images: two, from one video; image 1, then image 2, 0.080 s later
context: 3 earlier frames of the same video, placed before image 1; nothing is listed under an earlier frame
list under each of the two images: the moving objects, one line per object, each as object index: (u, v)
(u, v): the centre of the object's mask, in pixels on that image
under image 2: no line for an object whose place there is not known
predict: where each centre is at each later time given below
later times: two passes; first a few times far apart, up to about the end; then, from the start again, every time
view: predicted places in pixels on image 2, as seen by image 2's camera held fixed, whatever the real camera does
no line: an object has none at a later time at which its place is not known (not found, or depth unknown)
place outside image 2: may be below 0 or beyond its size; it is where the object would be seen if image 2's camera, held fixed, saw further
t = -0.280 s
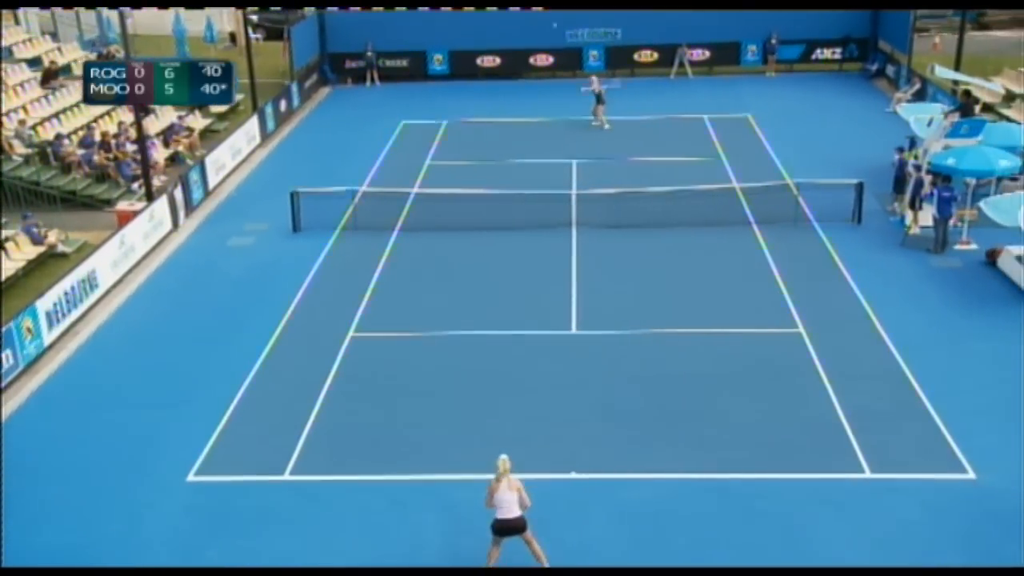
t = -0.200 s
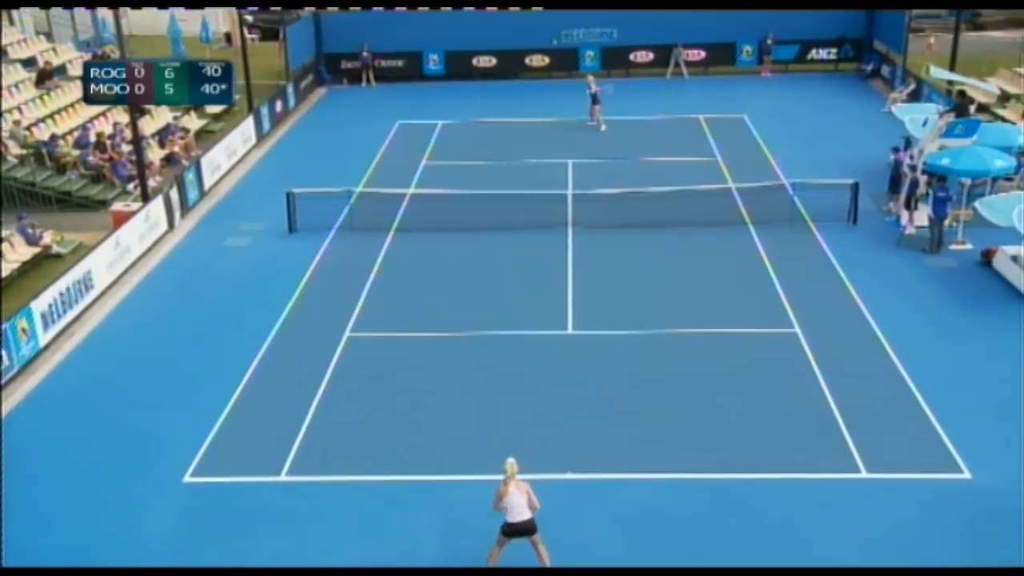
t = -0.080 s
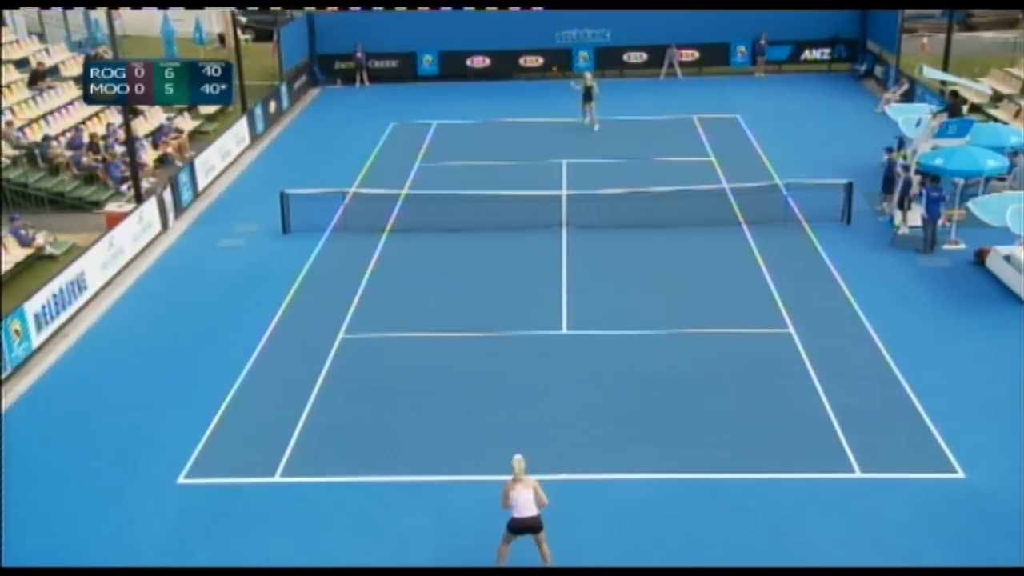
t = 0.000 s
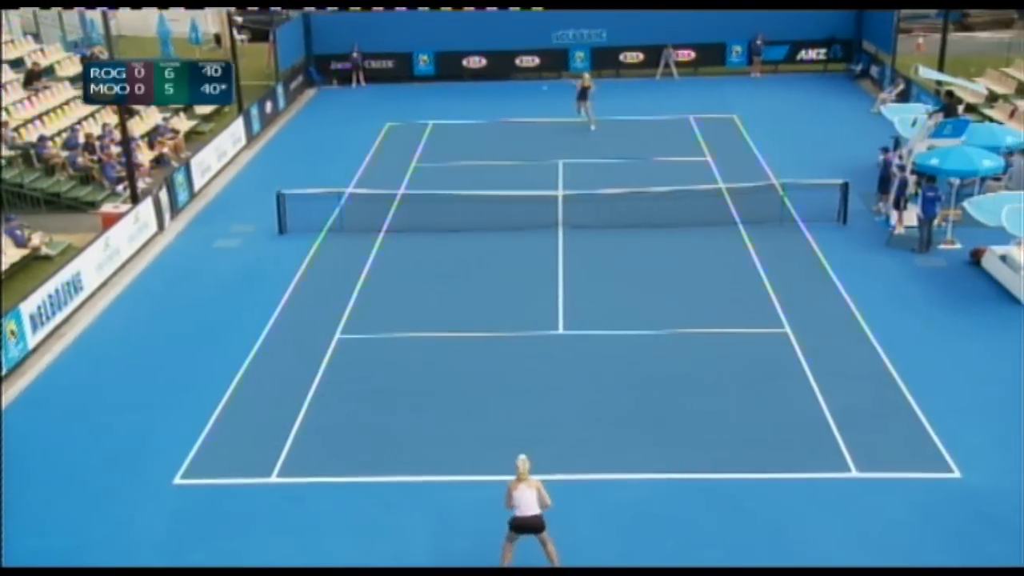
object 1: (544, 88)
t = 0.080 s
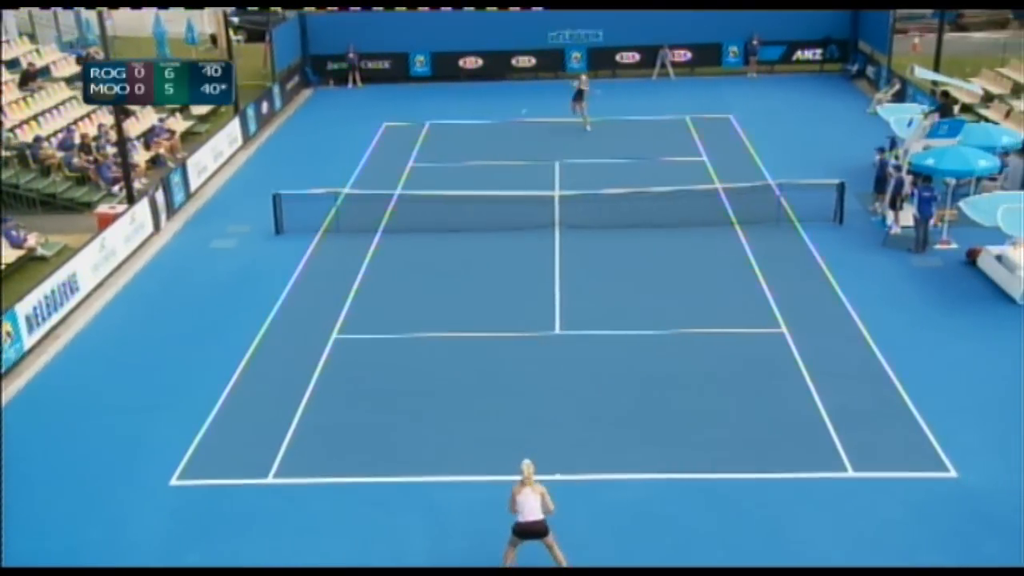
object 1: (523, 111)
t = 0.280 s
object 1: (471, 197)
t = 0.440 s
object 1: (420, 298)
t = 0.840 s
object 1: (264, 431)
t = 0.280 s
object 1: (471, 197)
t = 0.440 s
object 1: (420, 298)
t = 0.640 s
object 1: (349, 357)
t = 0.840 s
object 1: (264, 431)
